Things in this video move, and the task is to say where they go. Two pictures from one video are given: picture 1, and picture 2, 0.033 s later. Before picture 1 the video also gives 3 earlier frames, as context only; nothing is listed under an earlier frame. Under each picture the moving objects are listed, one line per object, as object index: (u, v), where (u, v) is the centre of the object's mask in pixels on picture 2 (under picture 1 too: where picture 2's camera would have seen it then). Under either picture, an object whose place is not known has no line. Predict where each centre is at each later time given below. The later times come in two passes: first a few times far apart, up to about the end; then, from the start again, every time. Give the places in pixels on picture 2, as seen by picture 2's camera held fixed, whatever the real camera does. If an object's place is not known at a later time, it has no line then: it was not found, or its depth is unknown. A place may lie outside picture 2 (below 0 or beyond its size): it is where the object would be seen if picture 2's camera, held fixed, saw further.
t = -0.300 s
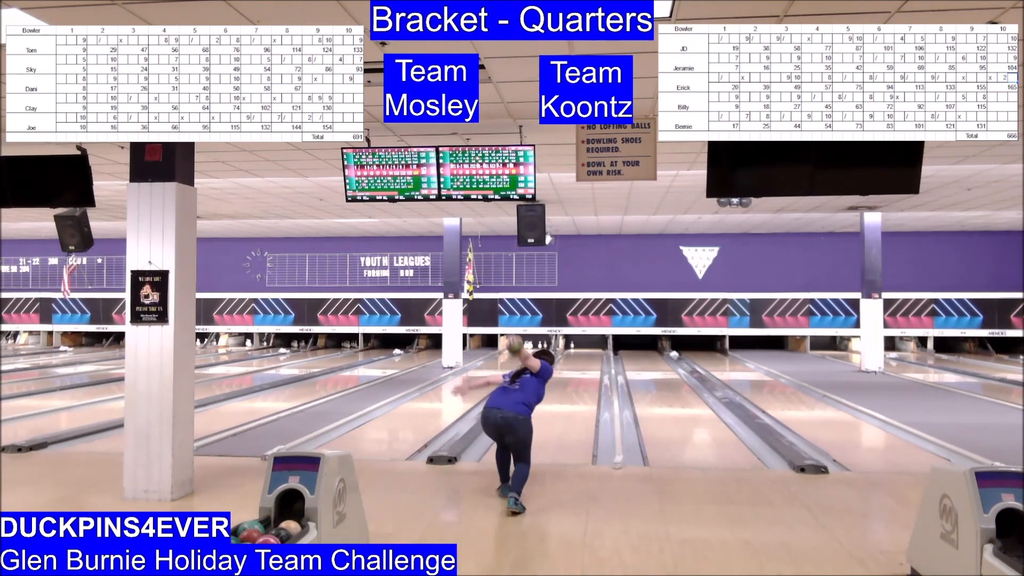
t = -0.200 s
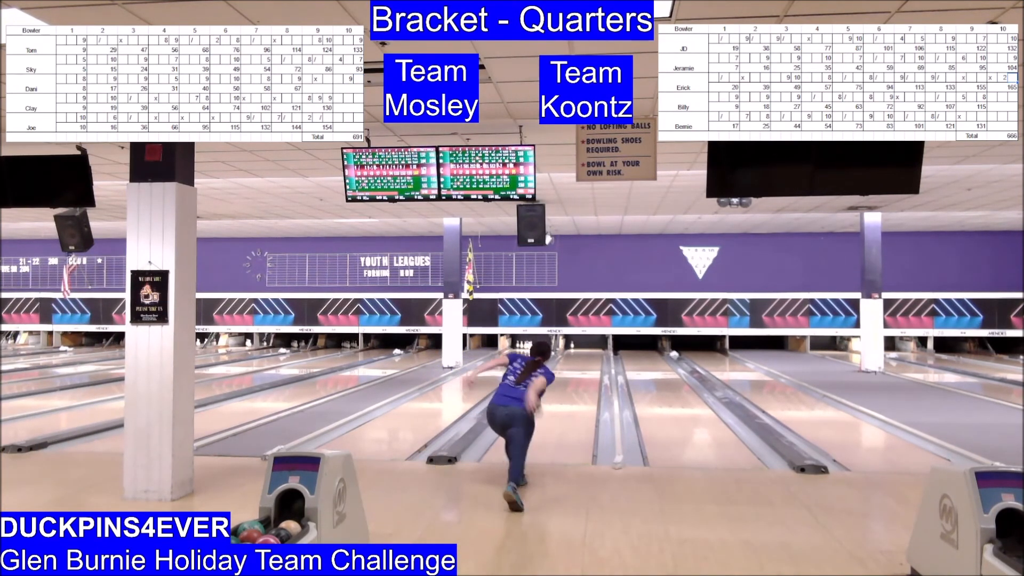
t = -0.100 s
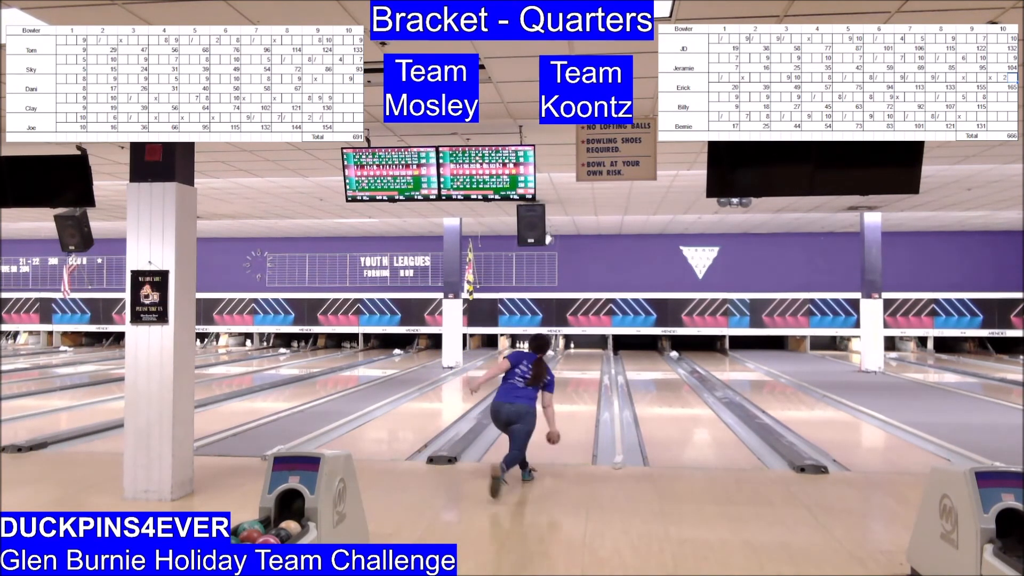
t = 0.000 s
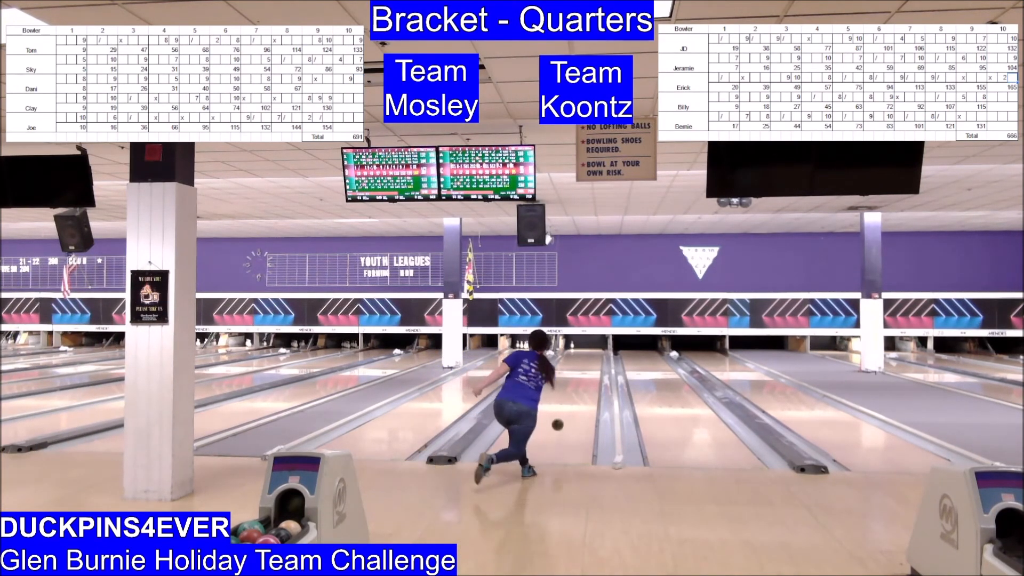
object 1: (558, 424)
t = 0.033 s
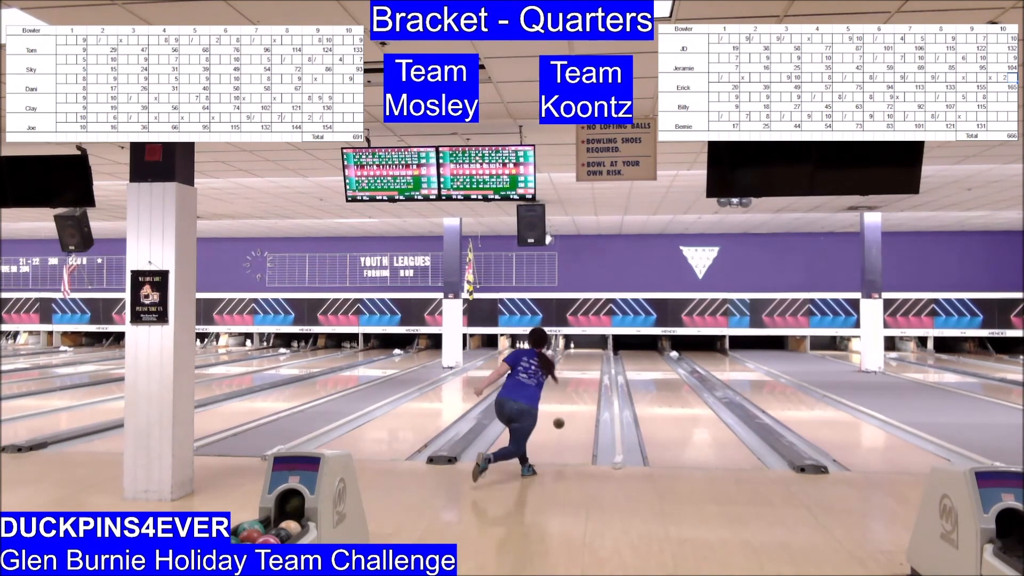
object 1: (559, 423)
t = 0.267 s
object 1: (564, 406)
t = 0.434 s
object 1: (566, 393)
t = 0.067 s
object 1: (560, 423)
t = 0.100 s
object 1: (561, 423)
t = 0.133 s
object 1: (561, 425)
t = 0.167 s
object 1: (562, 418)
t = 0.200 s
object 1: (563, 413)
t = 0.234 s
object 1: (564, 409)
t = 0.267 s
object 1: (564, 406)
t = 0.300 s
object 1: (565, 404)
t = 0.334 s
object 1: (566, 400)
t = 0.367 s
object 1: (566, 399)
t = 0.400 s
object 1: (566, 396)
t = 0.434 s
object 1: (566, 393)
